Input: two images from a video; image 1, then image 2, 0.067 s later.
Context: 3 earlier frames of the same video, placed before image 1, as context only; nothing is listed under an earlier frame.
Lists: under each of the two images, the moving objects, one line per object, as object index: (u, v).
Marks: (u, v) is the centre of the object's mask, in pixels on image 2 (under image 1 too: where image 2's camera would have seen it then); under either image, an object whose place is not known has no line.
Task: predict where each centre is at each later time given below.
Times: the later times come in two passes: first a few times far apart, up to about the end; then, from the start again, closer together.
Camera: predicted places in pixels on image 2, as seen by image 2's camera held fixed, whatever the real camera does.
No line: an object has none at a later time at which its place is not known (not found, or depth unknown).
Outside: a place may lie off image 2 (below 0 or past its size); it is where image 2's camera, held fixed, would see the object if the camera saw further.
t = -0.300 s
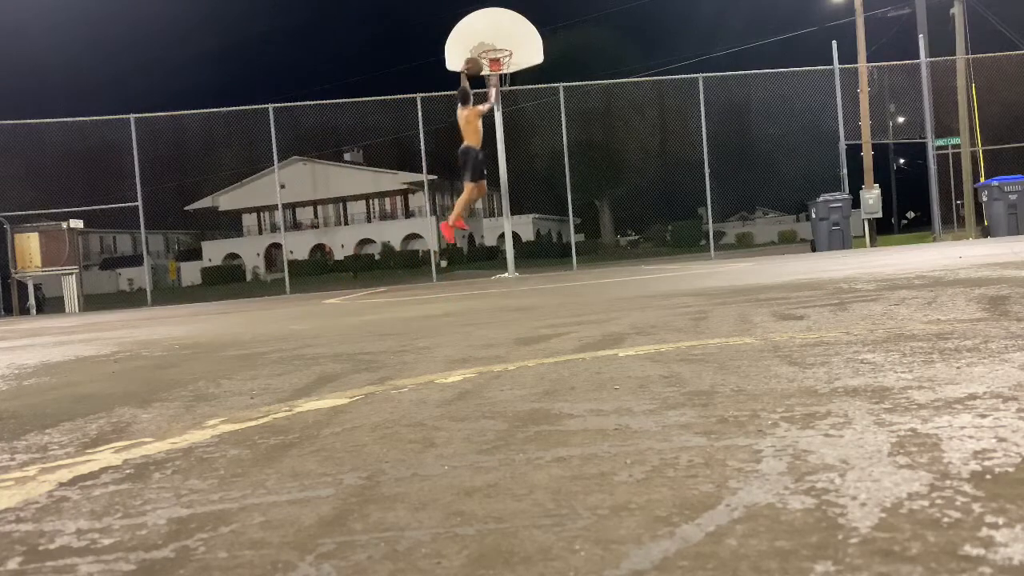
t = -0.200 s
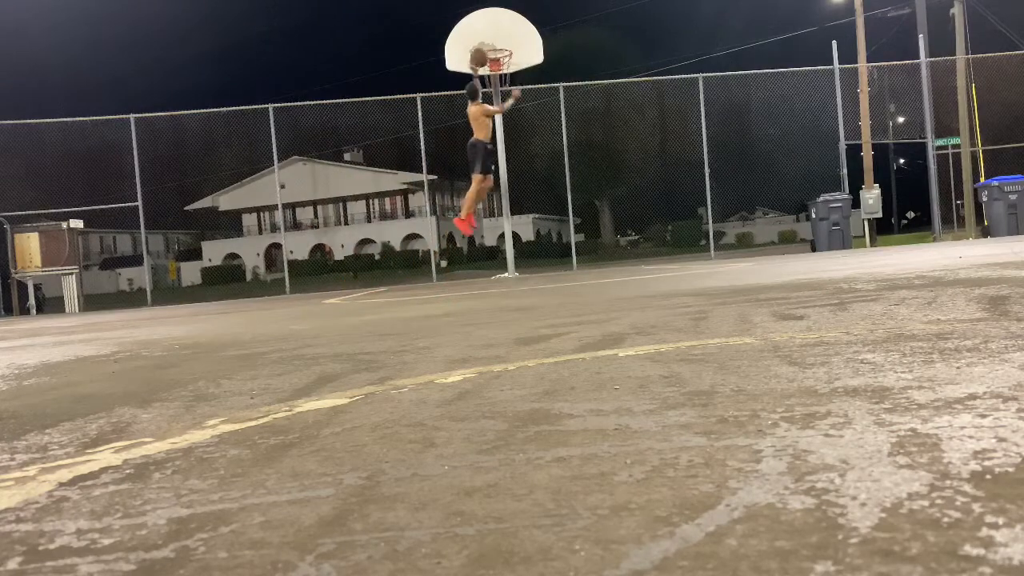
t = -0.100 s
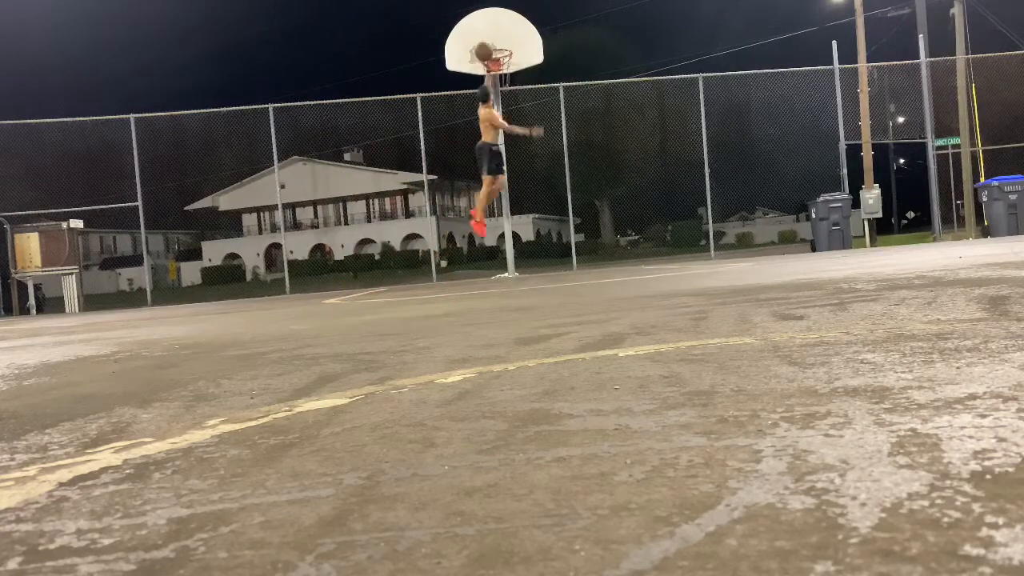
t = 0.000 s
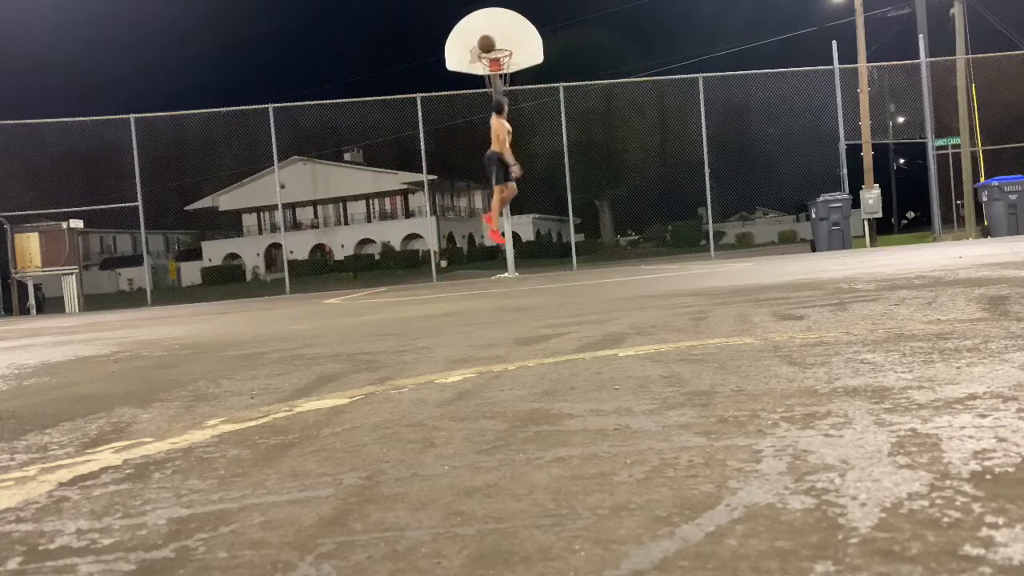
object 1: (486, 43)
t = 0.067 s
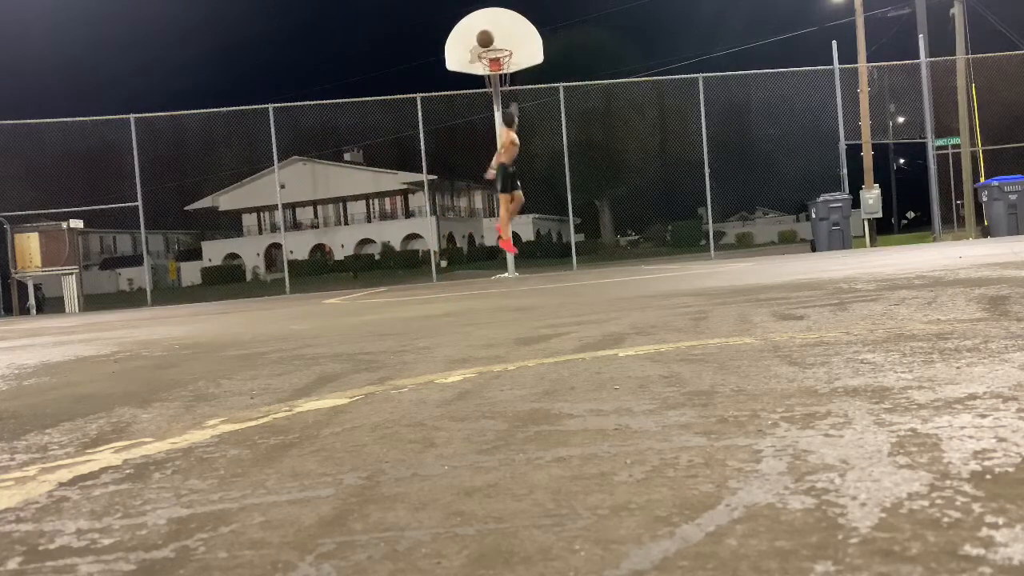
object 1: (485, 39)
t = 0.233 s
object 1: (482, 34)
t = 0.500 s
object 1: (477, 70)
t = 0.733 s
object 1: (472, 144)
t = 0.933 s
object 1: (477, 241)
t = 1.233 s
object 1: (466, 191)
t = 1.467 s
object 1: (454, 154)
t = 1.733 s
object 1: (453, 162)
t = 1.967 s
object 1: (451, 212)
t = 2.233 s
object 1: (451, 252)
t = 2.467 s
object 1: (444, 213)
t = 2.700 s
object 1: (439, 214)
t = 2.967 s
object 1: (438, 263)
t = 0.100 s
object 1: (487, 36)
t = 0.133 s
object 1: (482, 34)
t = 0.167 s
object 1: (485, 33)
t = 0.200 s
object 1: (480, 33)
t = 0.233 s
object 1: (482, 34)
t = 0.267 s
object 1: (476, 36)
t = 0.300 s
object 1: (477, 38)
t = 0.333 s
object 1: (479, 41)
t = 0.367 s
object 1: (475, 45)
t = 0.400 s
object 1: (478, 50)
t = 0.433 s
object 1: (474, 55)
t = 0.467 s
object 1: (472, 62)
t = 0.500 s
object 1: (477, 70)
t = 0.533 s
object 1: (472, 79)
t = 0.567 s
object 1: (477, 84)
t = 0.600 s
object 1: (472, 95)
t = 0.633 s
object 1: (472, 106)
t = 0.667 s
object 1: (476, 118)
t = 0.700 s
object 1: (473, 131)
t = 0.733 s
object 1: (472, 144)
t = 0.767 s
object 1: (477, 158)
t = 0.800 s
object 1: (472, 173)
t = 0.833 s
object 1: (476, 188)
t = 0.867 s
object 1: (472, 208)
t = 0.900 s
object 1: (477, 224)
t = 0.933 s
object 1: (477, 241)
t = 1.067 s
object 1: (475, 245)
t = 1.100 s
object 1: (468, 233)
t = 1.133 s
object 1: (470, 221)
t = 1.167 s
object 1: (466, 213)
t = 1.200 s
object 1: (464, 199)
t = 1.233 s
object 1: (466, 191)
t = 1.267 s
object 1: (461, 184)
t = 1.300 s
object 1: (465, 178)
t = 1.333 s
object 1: (462, 170)
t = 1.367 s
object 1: (457, 165)
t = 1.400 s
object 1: (460, 161)
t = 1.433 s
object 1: (459, 157)
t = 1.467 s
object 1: (454, 154)
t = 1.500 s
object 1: (453, 152)
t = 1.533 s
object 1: (452, 151)
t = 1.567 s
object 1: (456, 151)
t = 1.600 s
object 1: (454, 152)
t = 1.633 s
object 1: (450, 153)
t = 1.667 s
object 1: (449, 155)
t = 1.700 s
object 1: (453, 158)
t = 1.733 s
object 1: (453, 162)
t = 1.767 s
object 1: (452, 167)
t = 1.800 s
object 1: (448, 172)
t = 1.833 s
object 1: (451, 178)
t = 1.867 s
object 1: (448, 184)
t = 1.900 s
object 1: (448, 191)
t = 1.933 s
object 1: (452, 199)
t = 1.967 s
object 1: (451, 212)
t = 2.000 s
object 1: (452, 223)
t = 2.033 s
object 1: (449, 232)
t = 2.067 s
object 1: (453, 246)
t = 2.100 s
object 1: (454, 256)
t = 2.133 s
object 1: (454, 271)
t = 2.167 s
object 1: (451, 272)
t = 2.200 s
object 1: (451, 261)
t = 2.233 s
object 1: (451, 252)
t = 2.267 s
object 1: (449, 246)
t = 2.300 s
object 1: (448, 238)
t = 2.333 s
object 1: (447, 230)
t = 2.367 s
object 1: (446, 226)
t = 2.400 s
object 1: (445, 220)
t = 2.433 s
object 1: (440, 217)
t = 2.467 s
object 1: (444, 213)
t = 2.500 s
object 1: (443, 211)
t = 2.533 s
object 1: (442, 210)
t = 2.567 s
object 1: (442, 209)
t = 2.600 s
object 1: (438, 210)
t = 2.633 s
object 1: (441, 211)
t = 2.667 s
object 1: (439, 211)
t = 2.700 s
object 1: (439, 214)
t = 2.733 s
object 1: (434, 218)
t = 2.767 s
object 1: (433, 222)
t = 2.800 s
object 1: (438, 226)
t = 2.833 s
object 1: (434, 233)
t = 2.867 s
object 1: (438, 239)
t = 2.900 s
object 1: (439, 247)
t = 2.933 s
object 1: (433, 256)
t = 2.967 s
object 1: (438, 263)
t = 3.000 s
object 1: (433, 273)
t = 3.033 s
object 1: (439, 273)
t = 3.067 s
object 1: (433, 266)
